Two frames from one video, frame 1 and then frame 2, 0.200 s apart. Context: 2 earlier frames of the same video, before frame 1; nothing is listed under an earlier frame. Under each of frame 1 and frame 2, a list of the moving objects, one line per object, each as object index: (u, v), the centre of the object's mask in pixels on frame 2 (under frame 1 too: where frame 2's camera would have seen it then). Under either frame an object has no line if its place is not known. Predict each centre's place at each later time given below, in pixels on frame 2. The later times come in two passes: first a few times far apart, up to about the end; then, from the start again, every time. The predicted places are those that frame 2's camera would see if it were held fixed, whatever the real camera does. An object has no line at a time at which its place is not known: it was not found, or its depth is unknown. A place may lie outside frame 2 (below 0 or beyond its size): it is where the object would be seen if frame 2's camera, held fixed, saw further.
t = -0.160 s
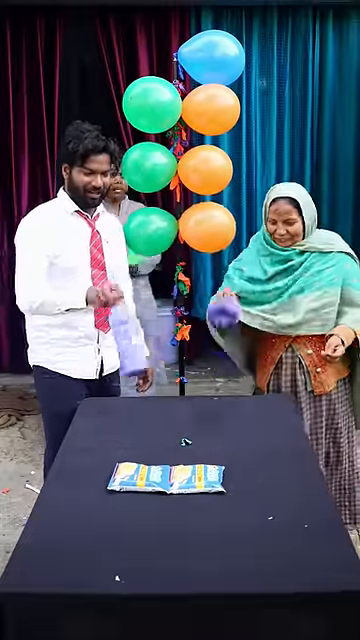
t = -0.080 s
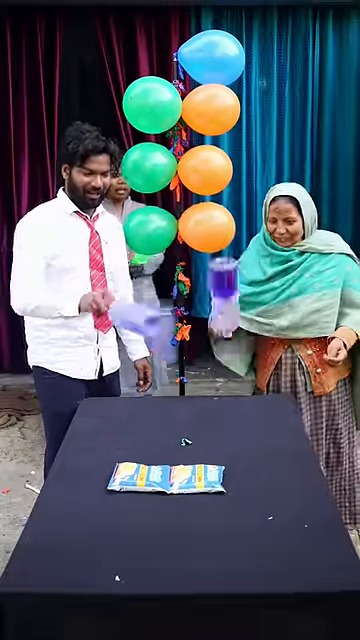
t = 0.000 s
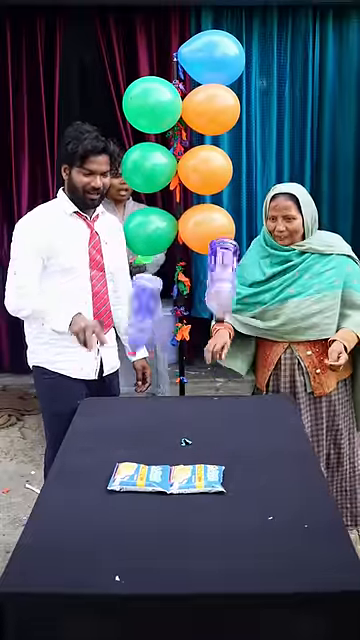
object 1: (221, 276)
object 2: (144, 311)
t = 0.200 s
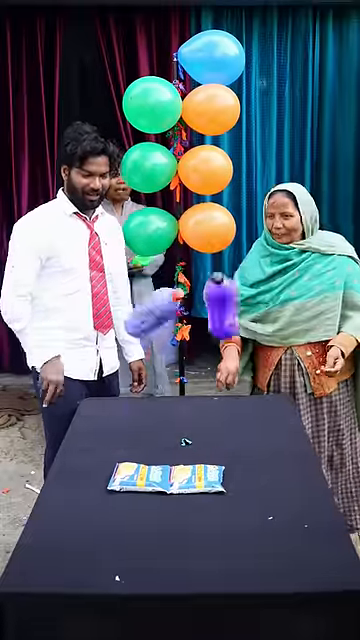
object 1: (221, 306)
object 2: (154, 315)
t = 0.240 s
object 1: (222, 332)
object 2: (153, 329)
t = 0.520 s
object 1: (213, 433)
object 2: (138, 405)
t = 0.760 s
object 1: (203, 458)
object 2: (148, 411)
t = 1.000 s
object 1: (201, 458)
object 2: (144, 411)
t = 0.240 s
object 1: (222, 332)
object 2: (153, 329)
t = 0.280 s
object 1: (223, 365)
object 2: (154, 354)
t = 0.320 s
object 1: (222, 405)
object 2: (153, 383)
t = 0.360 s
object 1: (222, 424)
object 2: (151, 406)
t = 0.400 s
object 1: (220, 427)
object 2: (146, 405)
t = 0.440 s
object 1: (218, 429)
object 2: (143, 404)
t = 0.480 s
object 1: (215, 430)
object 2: (141, 405)
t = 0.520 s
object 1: (213, 433)
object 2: (138, 405)
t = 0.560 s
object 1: (211, 437)
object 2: (137, 406)
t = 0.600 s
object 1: (207, 442)
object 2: (137, 408)
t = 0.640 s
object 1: (204, 451)
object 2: (138, 408)
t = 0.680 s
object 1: (202, 458)
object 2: (142, 410)
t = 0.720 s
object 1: (203, 458)
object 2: (146, 410)
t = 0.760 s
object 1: (203, 458)
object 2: (148, 411)
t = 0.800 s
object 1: (202, 458)
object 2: (148, 411)
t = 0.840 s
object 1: (202, 458)
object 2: (145, 411)
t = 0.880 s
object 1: (201, 458)
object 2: (143, 412)
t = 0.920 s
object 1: (201, 458)
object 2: (144, 412)
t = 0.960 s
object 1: (201, 458)
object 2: (144, 411)
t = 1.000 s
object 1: (201, 458)
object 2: (144, 411)
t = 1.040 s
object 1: (202, 458)
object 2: (144, 412)
